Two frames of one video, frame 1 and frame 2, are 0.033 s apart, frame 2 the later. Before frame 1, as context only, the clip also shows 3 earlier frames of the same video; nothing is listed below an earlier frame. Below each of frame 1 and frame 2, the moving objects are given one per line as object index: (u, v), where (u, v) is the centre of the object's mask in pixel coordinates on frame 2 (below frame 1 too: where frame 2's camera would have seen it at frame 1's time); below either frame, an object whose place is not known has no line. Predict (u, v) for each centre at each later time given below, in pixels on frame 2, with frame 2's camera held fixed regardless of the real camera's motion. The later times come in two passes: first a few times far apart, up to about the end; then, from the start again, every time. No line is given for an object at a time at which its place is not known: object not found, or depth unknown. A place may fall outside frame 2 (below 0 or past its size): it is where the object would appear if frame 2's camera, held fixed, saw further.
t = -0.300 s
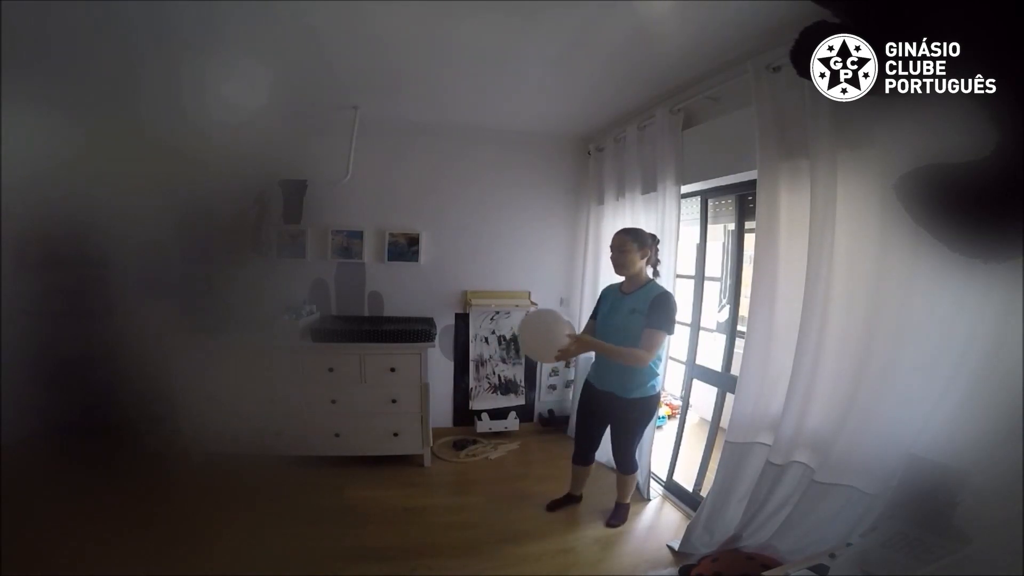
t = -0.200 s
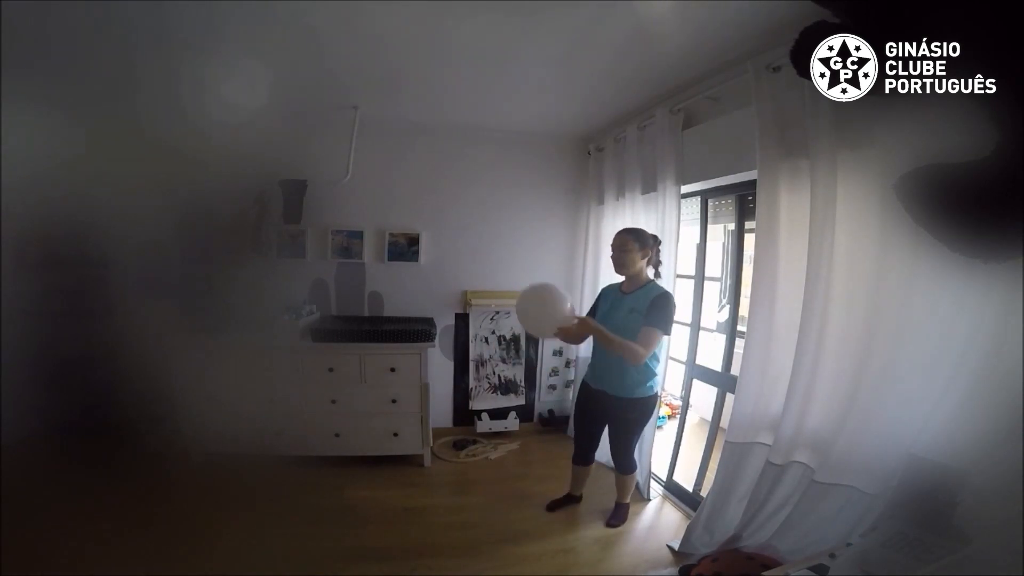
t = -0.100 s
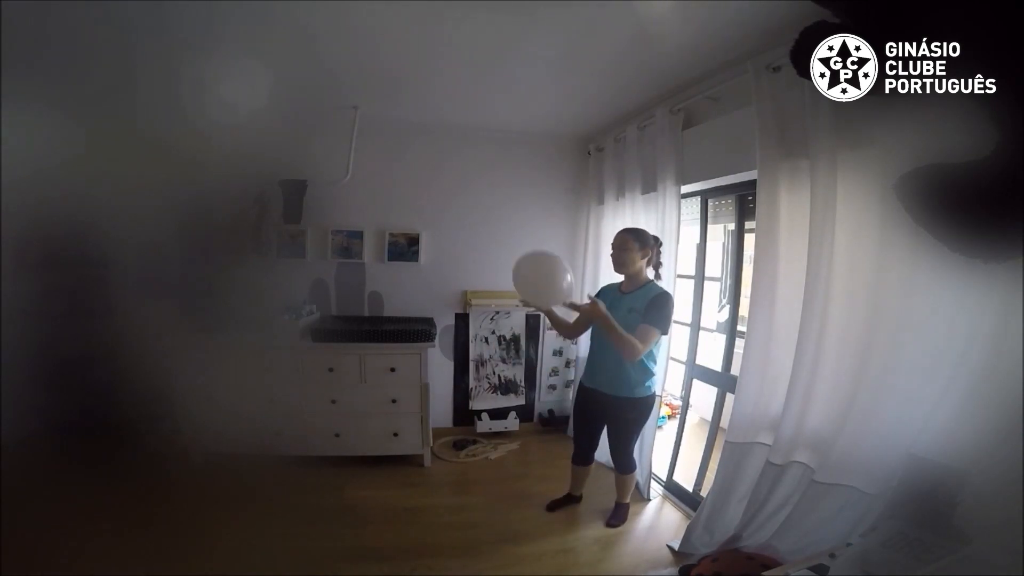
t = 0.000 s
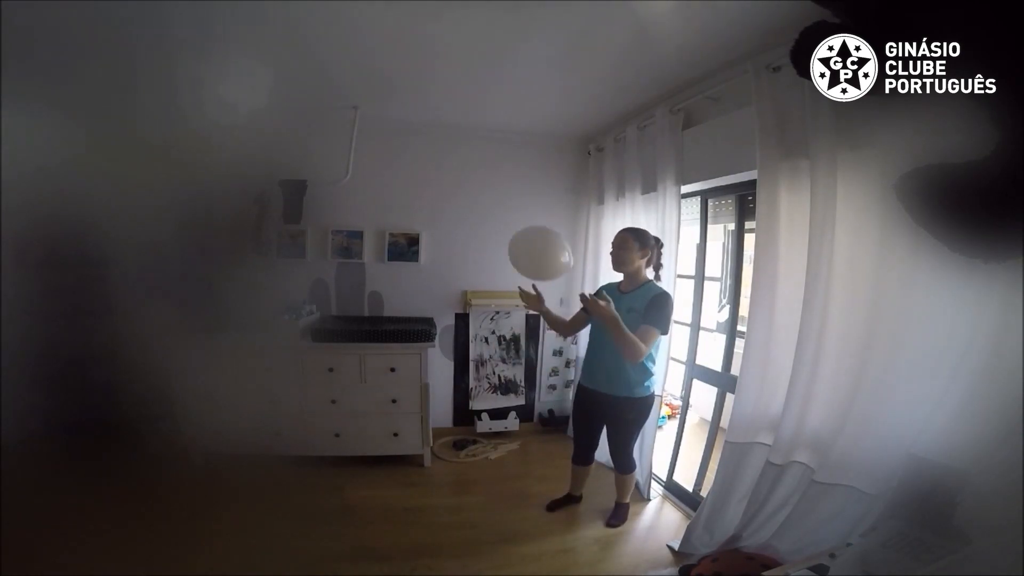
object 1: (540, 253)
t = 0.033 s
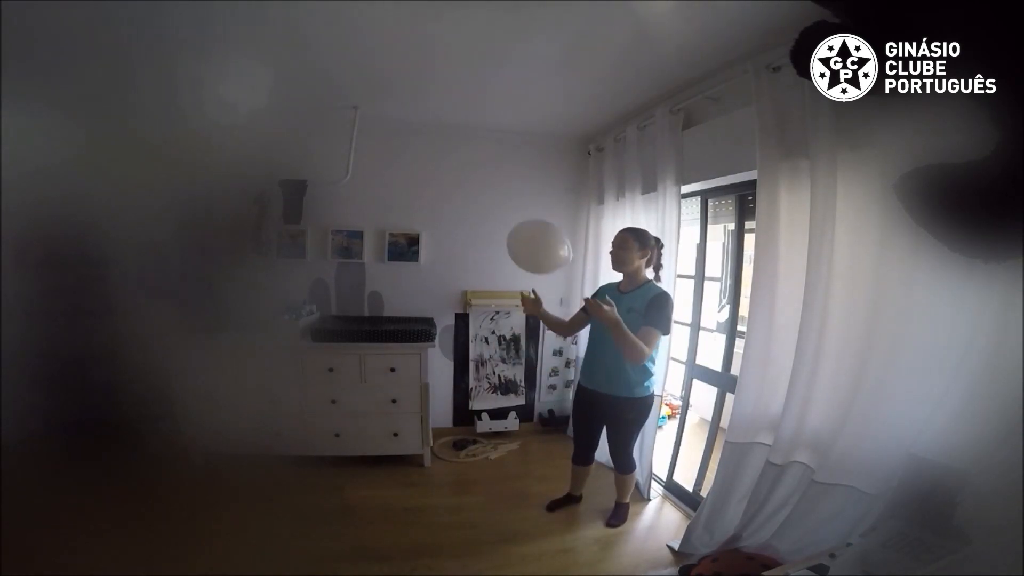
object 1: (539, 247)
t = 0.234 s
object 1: (532, 221)
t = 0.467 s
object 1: (524, 218)
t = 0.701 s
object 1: (518, 241)
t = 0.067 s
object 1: (538, 240)
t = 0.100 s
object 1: (536, 235)
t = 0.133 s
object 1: (535, 231)
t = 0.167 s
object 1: (534, 227)
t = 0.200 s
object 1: (533, 224)
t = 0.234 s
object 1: (532, 221)
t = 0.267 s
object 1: (530, 219)
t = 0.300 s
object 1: (529, 218)
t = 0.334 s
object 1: (528, 217)
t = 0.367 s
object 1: (527, 217)
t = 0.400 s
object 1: (526, 217)
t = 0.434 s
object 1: (525, 218)
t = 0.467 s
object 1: (524, 218)
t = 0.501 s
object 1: (524, 220)
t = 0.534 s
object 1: (522, 222)
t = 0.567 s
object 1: (522, 225)
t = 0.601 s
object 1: (521, 227)
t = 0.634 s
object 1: (520, 232)
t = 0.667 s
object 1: (519, 236)
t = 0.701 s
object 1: (518, 241)
